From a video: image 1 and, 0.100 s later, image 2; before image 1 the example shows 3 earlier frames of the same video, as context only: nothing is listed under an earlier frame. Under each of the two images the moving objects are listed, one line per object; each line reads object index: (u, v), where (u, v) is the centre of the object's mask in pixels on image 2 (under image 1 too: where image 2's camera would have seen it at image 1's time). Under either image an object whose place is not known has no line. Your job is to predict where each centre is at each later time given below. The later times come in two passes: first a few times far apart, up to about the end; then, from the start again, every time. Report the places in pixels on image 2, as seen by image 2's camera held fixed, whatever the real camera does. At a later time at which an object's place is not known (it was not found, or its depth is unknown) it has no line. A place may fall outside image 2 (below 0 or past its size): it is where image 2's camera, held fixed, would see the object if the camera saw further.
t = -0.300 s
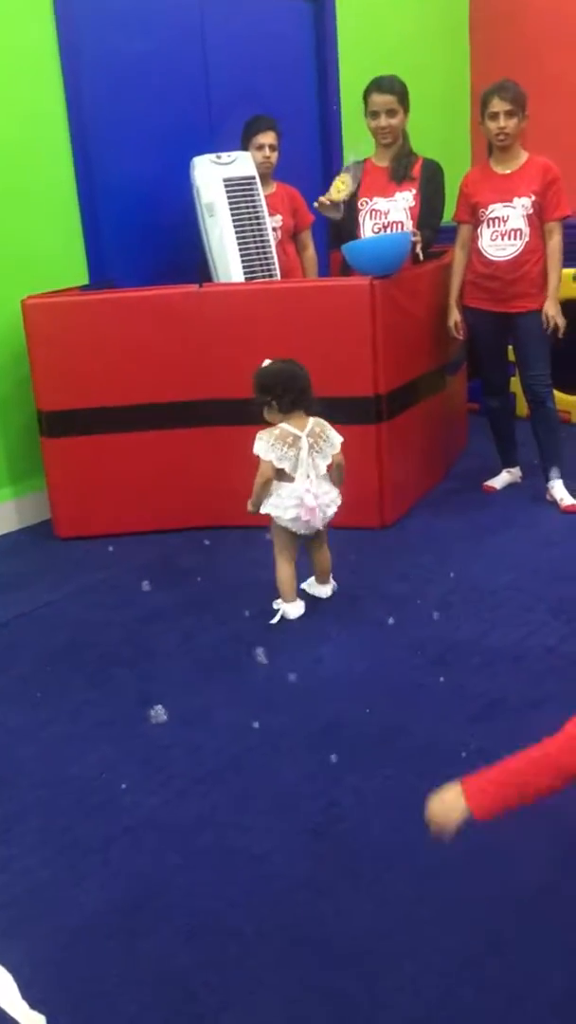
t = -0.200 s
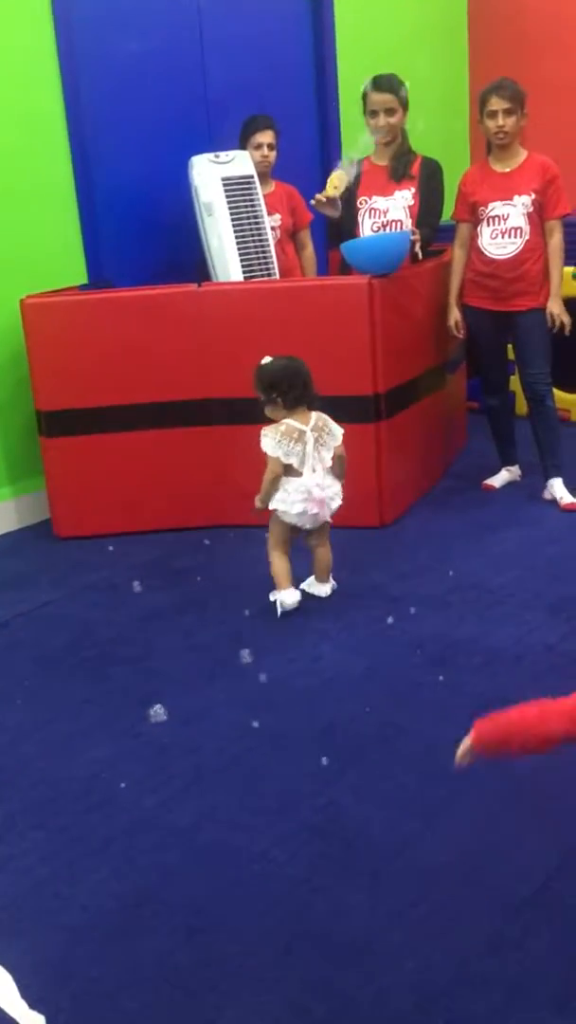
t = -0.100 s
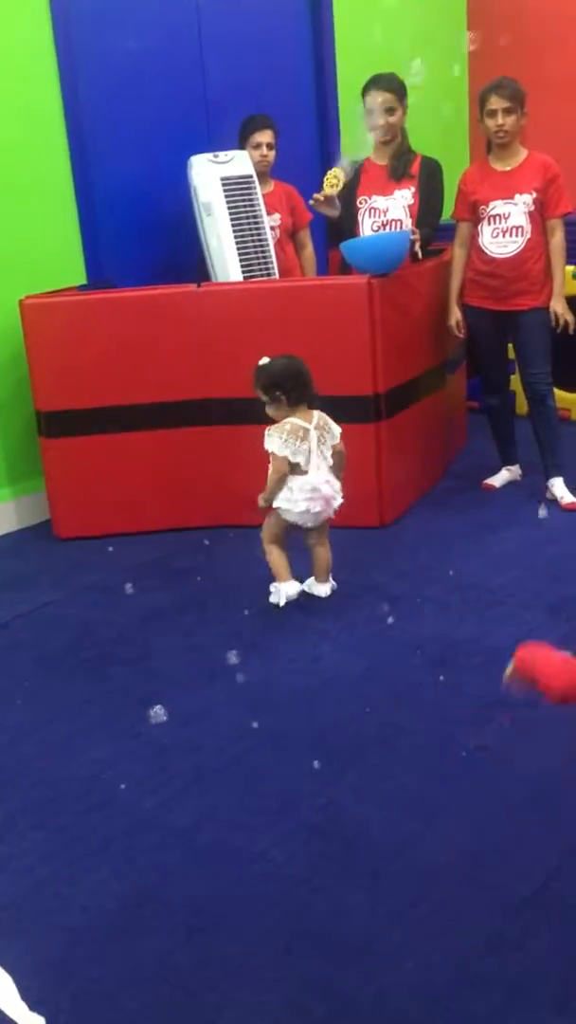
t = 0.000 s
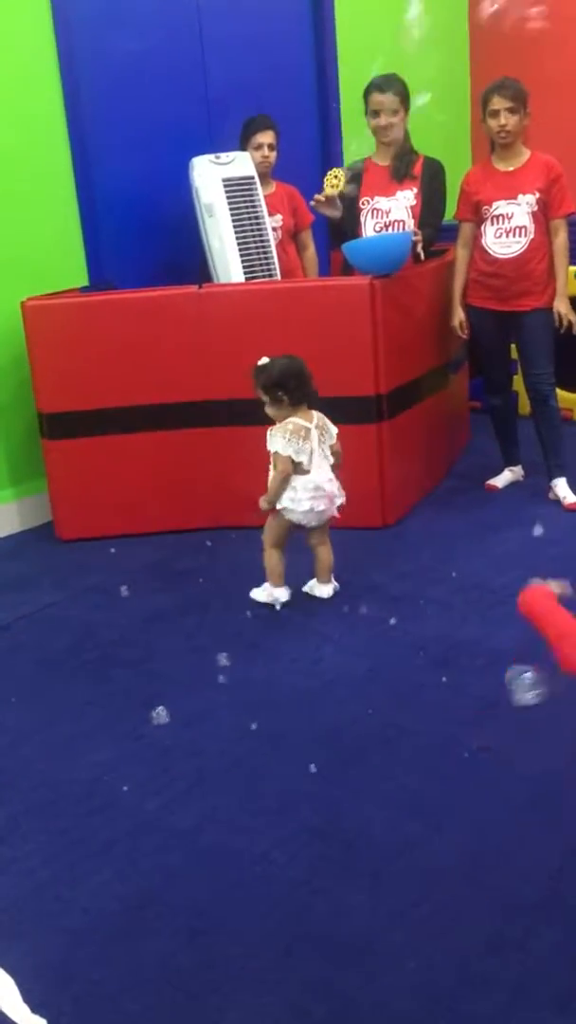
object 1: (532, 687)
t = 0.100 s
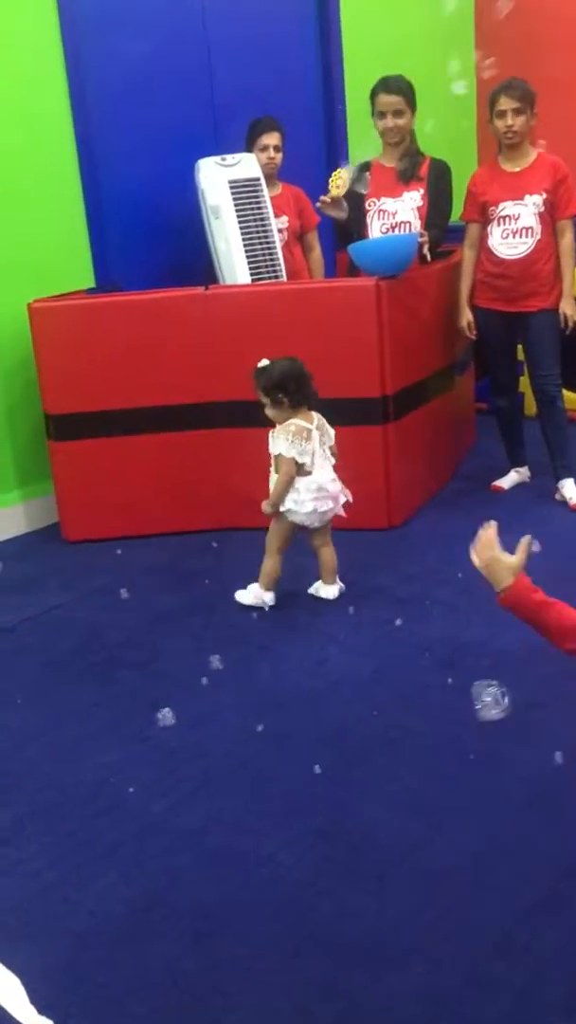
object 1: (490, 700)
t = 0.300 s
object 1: (413, 729)
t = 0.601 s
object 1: (313, 733)
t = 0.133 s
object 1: (477, 705)
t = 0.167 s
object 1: (464, 710)
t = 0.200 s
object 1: (450, 715)
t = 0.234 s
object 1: (438, 720)
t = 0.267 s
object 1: (425, 725)
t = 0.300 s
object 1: (413, 729)
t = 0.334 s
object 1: (401, 731)
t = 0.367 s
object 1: (390, 731)
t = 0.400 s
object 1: (380, 731)
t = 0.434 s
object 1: (369, 730)
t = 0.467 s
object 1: (358, 731)
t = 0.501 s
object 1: (347, 731)
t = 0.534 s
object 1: (336, 731)
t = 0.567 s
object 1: (325, 732)
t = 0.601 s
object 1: (313, 733)
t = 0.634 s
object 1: (301, 735)
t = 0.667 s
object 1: (289, 736)
